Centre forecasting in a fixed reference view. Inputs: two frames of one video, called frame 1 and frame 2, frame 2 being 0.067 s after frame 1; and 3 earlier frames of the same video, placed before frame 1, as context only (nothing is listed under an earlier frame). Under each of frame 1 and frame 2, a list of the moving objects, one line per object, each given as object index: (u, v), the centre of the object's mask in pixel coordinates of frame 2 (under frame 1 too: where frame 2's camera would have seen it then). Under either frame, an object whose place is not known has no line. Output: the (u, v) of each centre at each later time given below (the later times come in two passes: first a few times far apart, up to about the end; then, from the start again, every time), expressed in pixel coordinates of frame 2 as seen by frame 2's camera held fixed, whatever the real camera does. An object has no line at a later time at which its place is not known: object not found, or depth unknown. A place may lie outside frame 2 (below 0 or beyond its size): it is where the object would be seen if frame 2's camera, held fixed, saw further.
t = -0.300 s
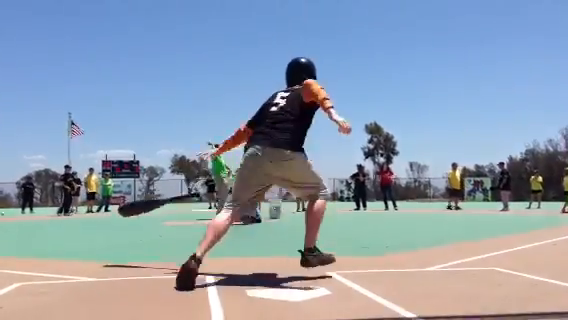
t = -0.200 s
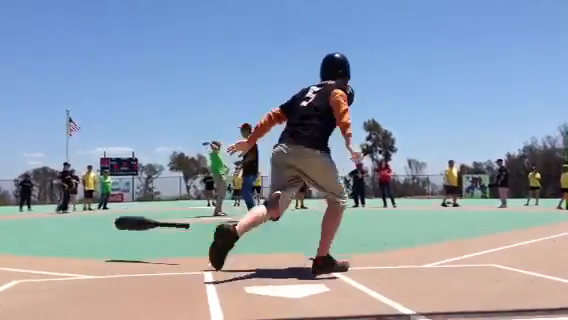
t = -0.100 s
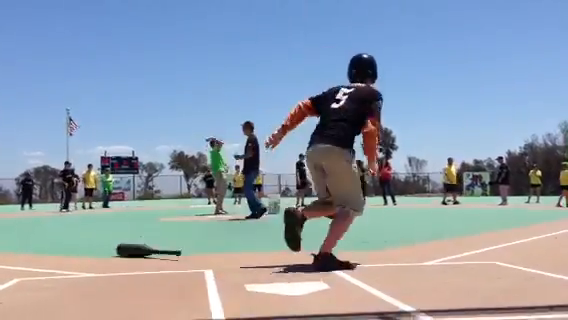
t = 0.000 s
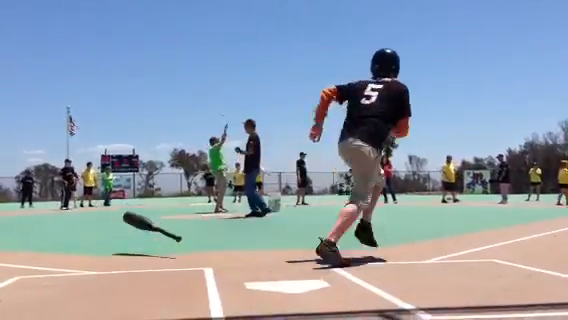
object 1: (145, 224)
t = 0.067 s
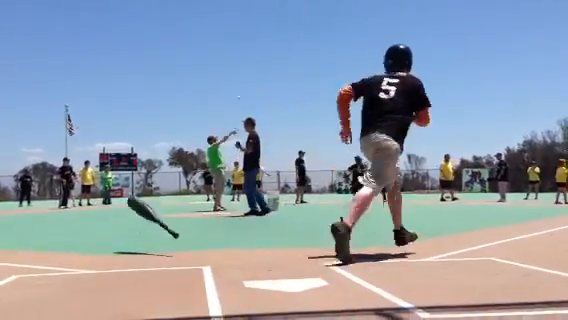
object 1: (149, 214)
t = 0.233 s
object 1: (157, 213)
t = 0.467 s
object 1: (171, 243)
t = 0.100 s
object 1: (151, 212)
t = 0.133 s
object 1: (152, 210)
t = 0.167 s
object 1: (154, 210)
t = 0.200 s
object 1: (156, 211)
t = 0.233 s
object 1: (157, 213)
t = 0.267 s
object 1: (158, 211)
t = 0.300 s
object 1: (160, 213)
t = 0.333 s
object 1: (163, 218)
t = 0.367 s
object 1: (165, 222)
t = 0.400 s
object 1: (167, 228)
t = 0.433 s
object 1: (169, 234)
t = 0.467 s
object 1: (171, 243)
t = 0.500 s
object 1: (173, 238)
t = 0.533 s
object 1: (174, 233)
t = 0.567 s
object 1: (176, 228)
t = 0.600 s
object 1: (178, 225)
